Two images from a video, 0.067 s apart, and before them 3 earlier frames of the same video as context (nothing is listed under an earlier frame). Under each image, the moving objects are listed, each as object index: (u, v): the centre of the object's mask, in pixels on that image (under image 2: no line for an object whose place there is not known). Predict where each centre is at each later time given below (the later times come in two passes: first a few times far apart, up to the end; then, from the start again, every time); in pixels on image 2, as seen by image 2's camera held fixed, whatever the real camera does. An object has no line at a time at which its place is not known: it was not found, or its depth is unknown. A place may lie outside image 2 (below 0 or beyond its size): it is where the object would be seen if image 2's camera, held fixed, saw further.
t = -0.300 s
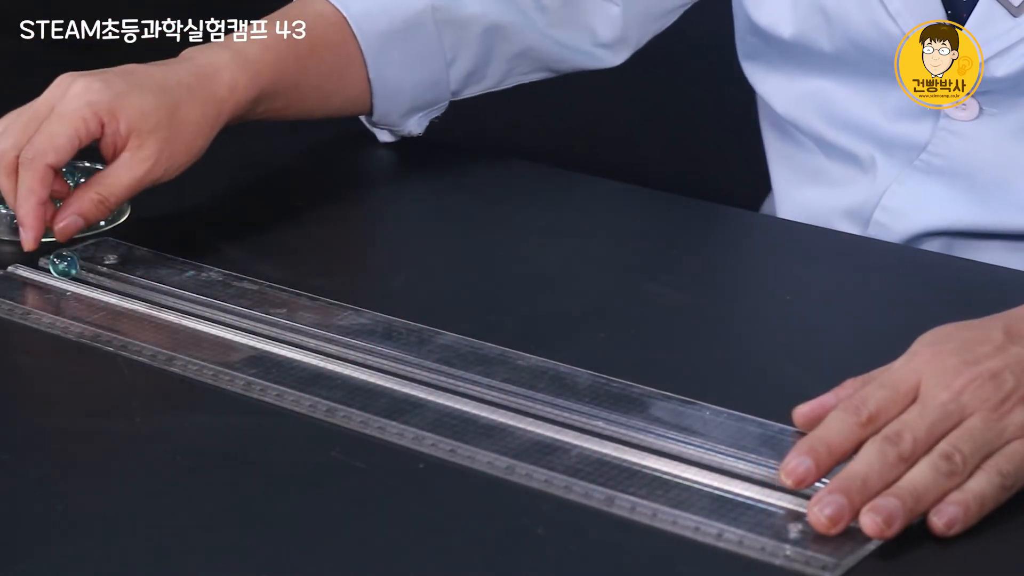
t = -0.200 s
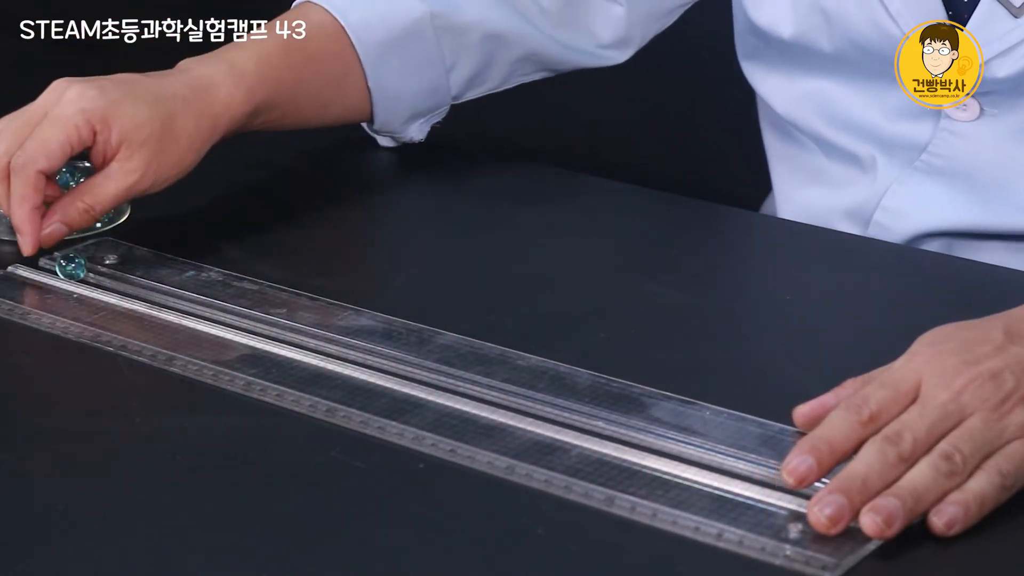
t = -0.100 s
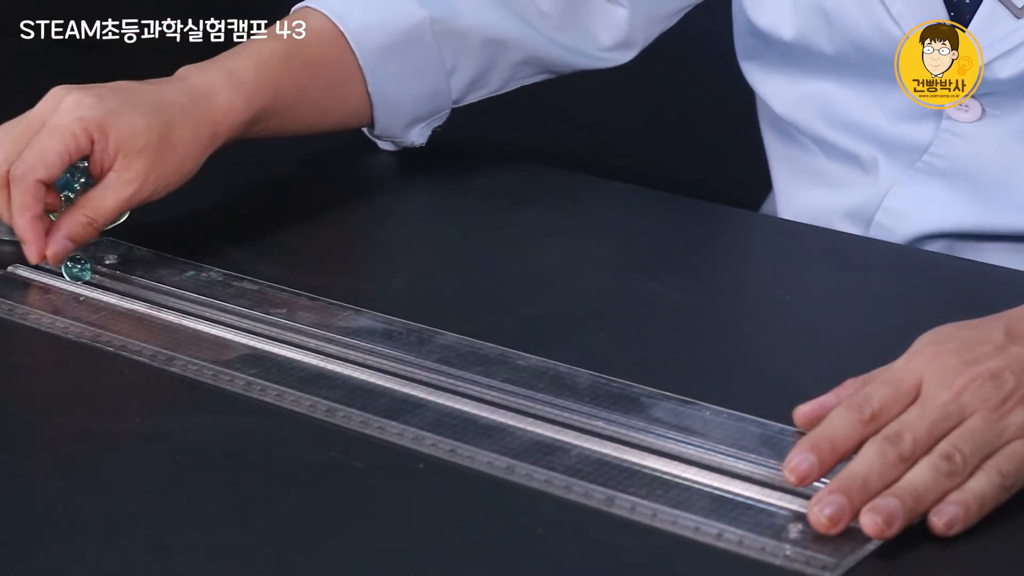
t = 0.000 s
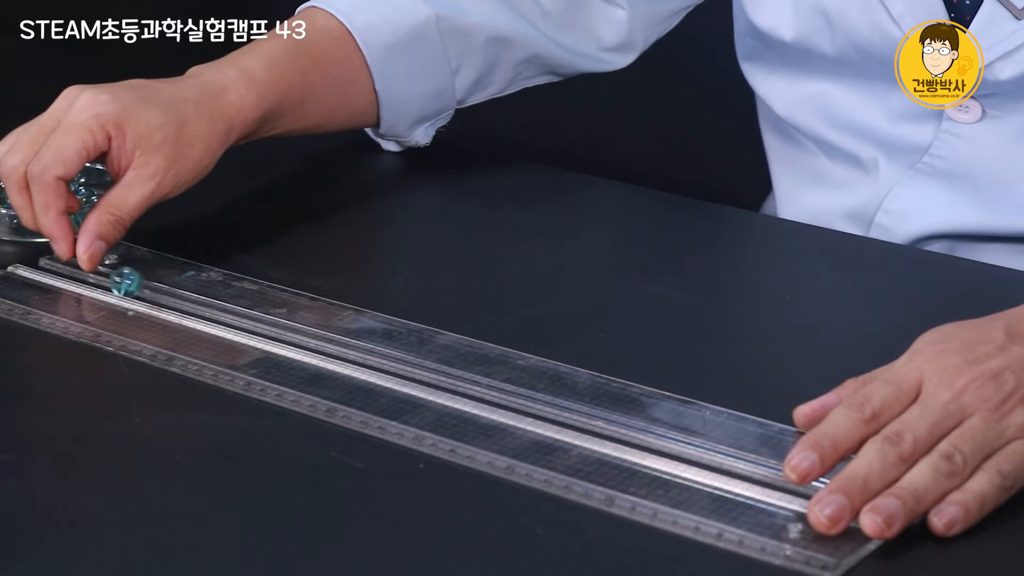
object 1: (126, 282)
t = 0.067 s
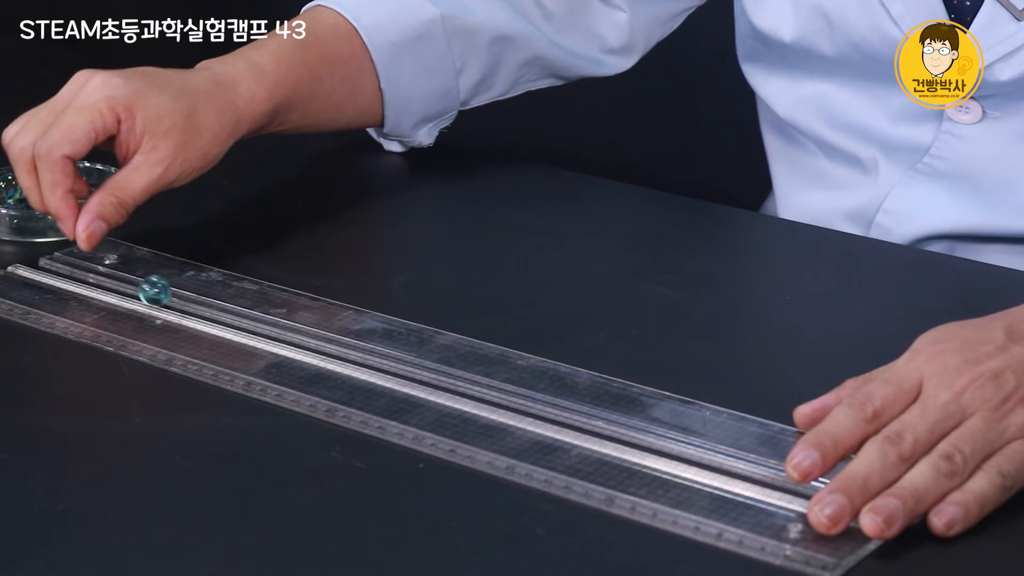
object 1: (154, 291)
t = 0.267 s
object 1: (236, 314)
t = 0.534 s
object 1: (347, 347)
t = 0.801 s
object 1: (453, 378)
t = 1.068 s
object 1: (554, 408)
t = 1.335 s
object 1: (647, 436)
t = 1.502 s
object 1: (704, 452)
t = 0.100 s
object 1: (168, 295)
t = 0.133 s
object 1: (181, 298)
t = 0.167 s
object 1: (195, 302)
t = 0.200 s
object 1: (209, 306)
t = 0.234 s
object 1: (222, 311)
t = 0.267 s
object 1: (236, 314)
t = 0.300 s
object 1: (250, 318)
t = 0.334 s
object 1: (264, 322)
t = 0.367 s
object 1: (278, 326)
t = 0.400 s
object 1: (291, 331)
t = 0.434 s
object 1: (305, 335)
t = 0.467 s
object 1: (319, 339)
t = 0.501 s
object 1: (333, 344)
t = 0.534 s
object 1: (347, 347)
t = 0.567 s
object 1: (360, 351)
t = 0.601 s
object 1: (374, 354)
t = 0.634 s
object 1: (388, 358)
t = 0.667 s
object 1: (401, 363)
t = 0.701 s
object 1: (414, 367)
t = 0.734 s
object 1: (427, 371)
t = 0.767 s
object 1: (440, 375)
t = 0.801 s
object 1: (453, 378)
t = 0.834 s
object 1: (467, 382)
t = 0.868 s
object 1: (479, 386)
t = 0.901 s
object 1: (492, 390)
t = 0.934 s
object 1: (504, 393)
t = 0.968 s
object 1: (517, 397)
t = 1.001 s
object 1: (529, 401)
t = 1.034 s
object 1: (542, 404)
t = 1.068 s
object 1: (554, 408)
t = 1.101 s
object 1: (566, 411)
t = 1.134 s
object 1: (577, 415)
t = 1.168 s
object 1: (590, 418)
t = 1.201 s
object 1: (602, 422)
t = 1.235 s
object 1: (613, 426)
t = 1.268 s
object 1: (625, 429)
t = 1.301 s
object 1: (637, 432)
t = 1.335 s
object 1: (647, 436)
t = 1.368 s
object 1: (658, 439)
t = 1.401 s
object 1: (671, 441)
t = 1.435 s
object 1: (682, 445)
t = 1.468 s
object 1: (693, 449)
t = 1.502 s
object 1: (704, 452)
